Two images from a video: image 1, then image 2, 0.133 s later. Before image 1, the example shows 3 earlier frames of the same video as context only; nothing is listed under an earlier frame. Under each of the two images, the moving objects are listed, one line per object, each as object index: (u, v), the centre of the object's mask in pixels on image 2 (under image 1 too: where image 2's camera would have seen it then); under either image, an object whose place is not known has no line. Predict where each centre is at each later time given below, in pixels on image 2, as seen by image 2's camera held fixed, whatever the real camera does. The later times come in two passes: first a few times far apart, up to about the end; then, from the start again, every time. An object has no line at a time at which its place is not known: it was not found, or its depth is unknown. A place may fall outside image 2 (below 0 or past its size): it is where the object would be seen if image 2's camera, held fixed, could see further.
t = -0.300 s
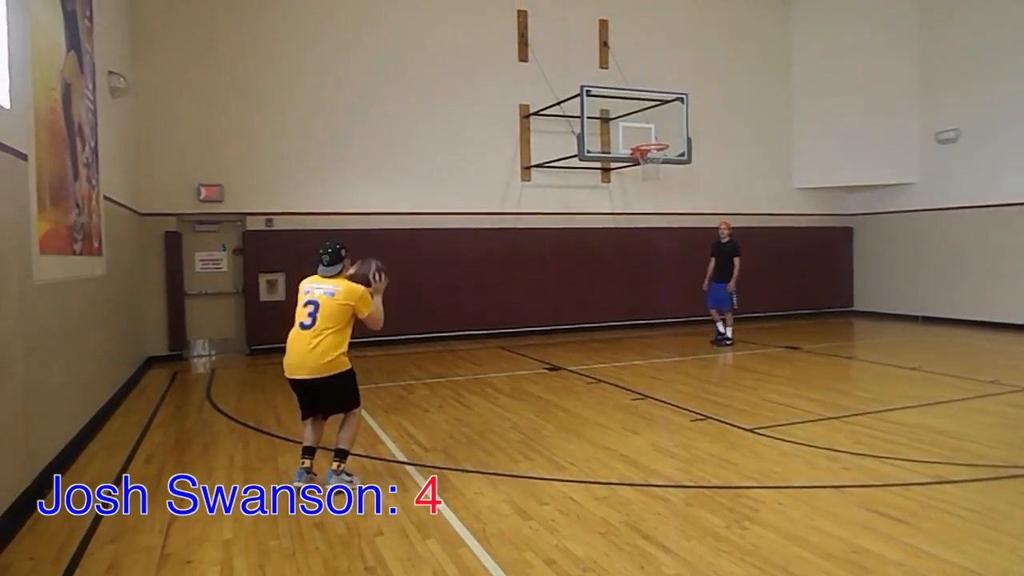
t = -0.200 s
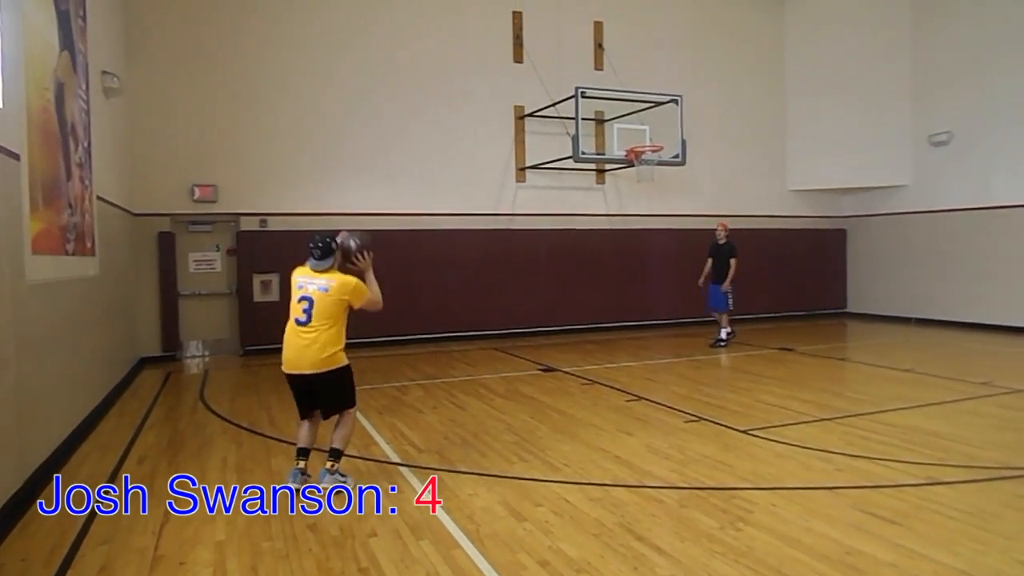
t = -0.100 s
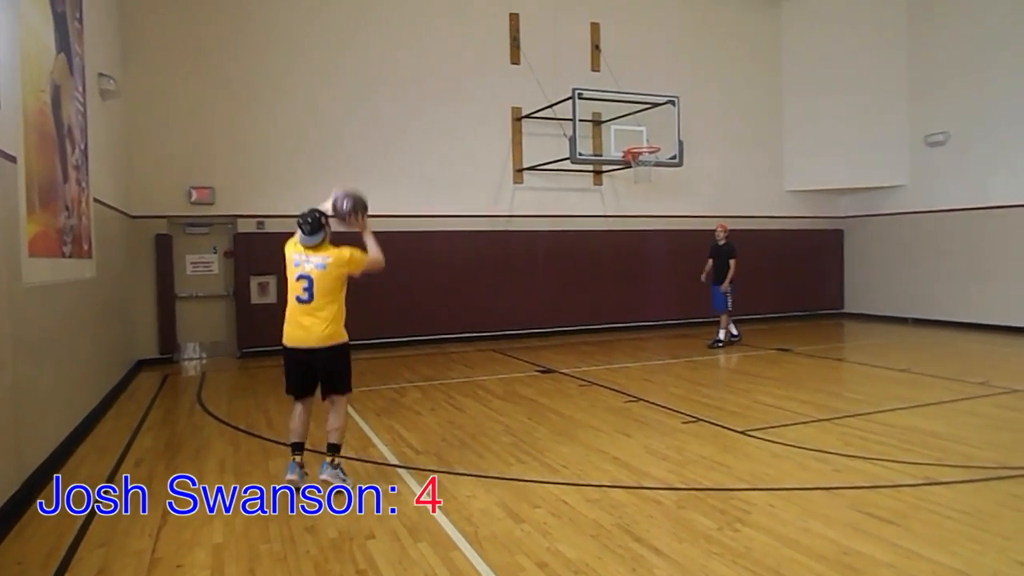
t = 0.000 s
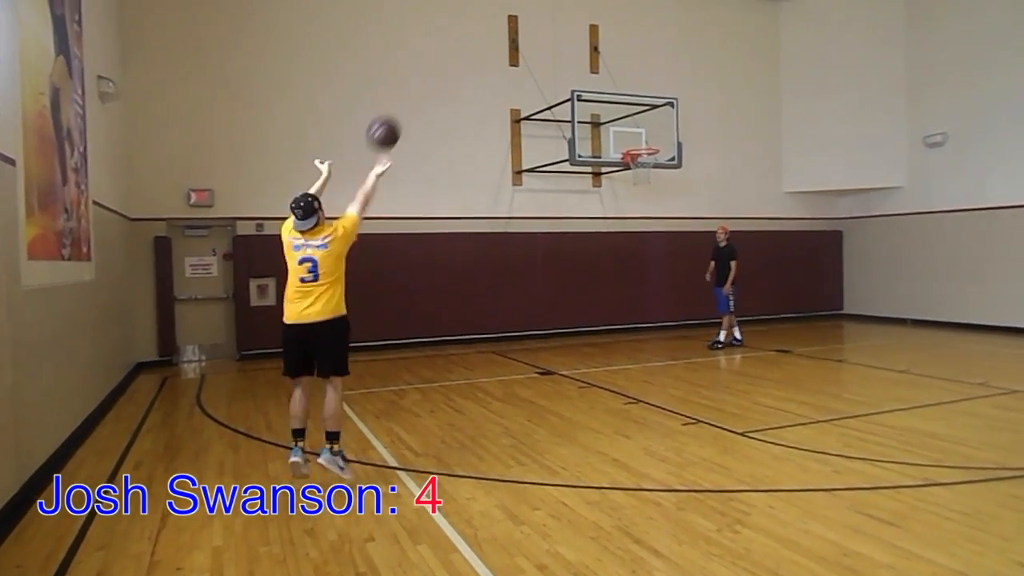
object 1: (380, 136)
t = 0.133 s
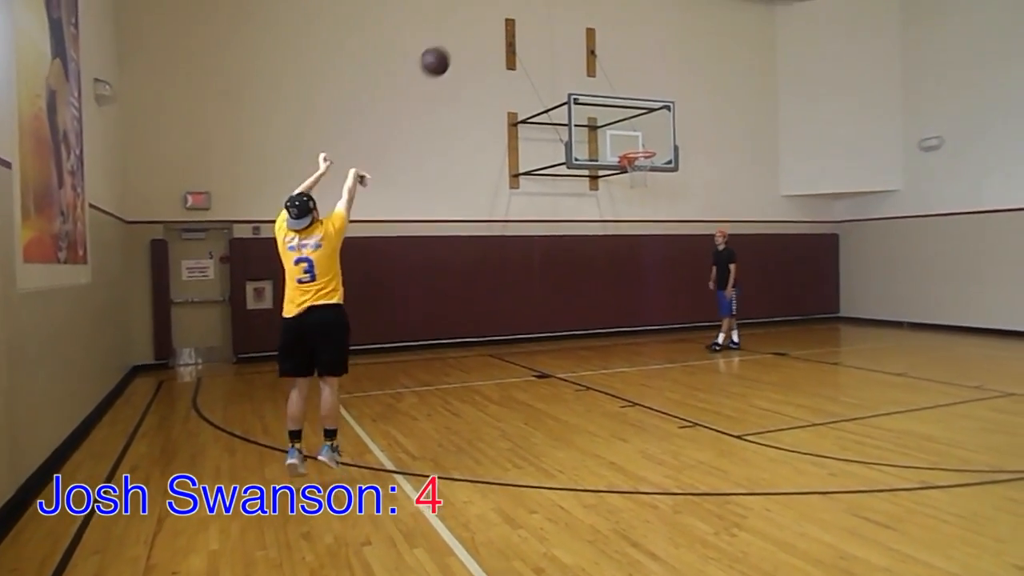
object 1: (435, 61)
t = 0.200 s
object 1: (458, 37)
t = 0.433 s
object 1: (525, 5)
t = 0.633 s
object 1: (569, 21)
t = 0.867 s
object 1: (608, 73)
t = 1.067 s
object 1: (635, 137)
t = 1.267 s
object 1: (650, 181)
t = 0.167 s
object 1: (447, 48)
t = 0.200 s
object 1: (458, 37)
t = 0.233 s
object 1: (469, 29)
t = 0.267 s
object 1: (480, 21)
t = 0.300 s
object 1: (489, 15)
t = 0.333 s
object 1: (499, 11)
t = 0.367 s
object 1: (508, 8)
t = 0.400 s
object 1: (517, 6)
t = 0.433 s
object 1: (525, 5)
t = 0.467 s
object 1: (534, 5)
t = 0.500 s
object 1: (541, 6)
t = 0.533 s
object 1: (548, 9)
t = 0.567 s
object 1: (555, 12)
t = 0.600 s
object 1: (562, 16)
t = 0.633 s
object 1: (569, 21)
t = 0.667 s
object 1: (575, 26)
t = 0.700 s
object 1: (581, 33)
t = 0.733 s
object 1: (587, 40)
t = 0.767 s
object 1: (592, 47)
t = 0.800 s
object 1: (597, 55)
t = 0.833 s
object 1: (602, 64)
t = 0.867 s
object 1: (608, 73)
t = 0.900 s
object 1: (613, 82)
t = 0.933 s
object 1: (618, 92)
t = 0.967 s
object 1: (622, 103)
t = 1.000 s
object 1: (626, 114)
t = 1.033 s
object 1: (631, 125)
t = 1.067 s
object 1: (635, 137)
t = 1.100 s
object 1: (639, 147)
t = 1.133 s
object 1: (641, 163)
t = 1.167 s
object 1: (646, 170)
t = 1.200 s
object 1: (648, 173)
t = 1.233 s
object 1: (649, 178)
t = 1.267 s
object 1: (650, 181)
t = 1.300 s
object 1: (651, 186)
